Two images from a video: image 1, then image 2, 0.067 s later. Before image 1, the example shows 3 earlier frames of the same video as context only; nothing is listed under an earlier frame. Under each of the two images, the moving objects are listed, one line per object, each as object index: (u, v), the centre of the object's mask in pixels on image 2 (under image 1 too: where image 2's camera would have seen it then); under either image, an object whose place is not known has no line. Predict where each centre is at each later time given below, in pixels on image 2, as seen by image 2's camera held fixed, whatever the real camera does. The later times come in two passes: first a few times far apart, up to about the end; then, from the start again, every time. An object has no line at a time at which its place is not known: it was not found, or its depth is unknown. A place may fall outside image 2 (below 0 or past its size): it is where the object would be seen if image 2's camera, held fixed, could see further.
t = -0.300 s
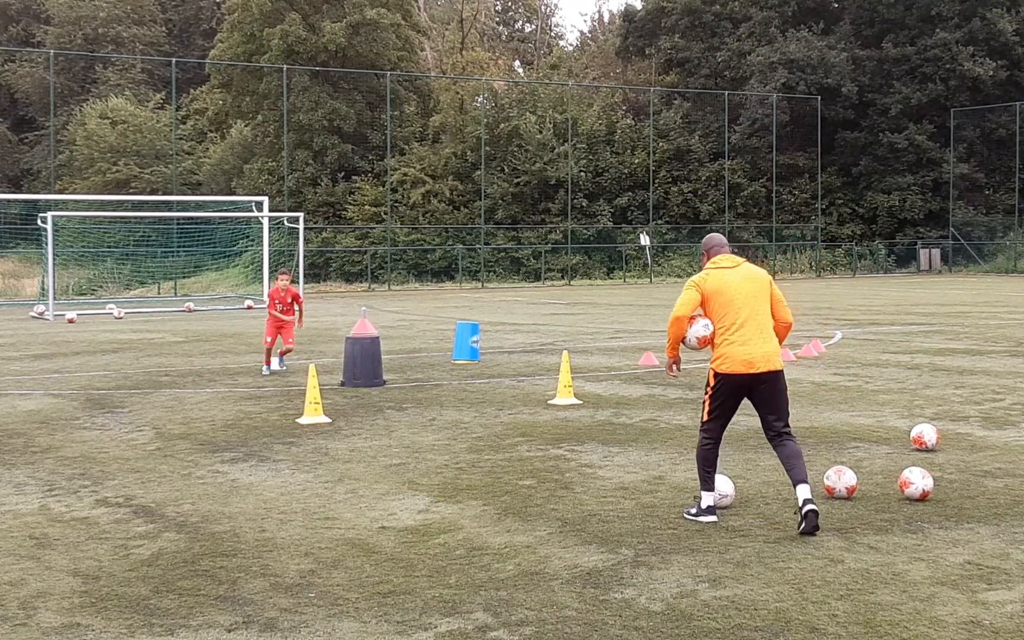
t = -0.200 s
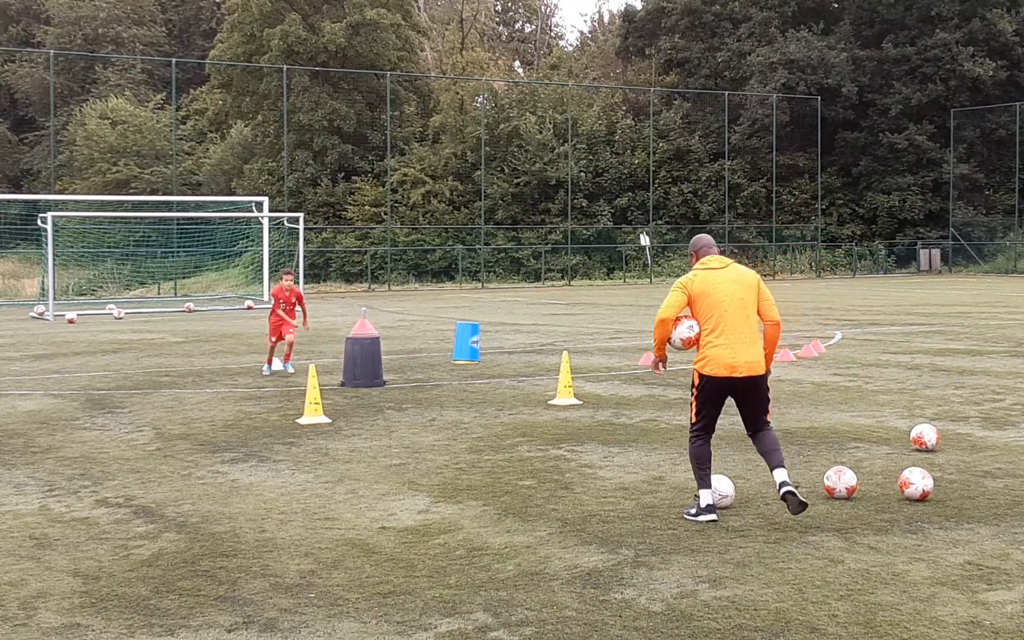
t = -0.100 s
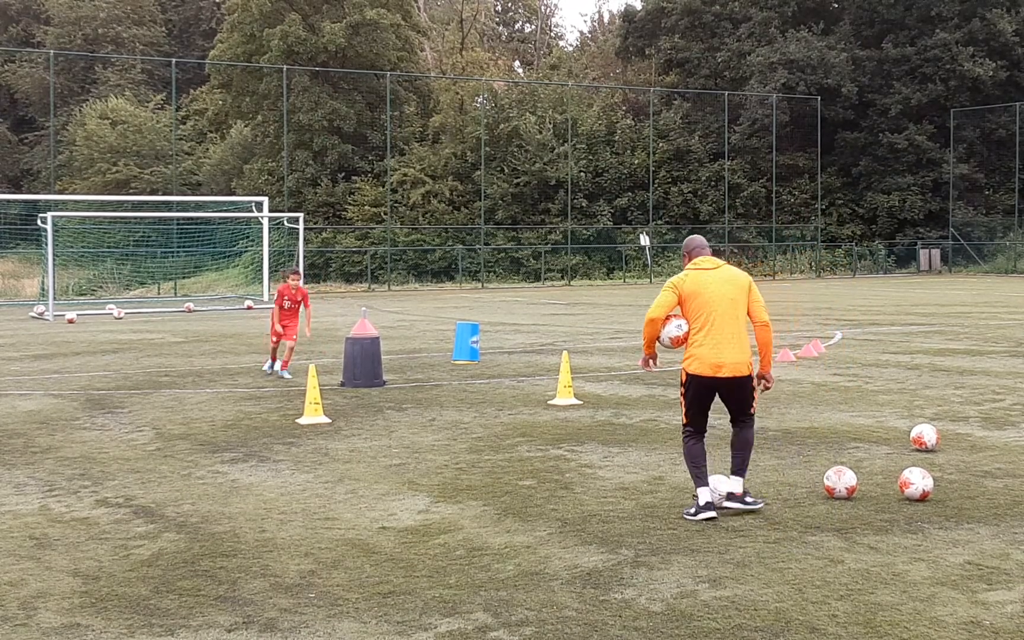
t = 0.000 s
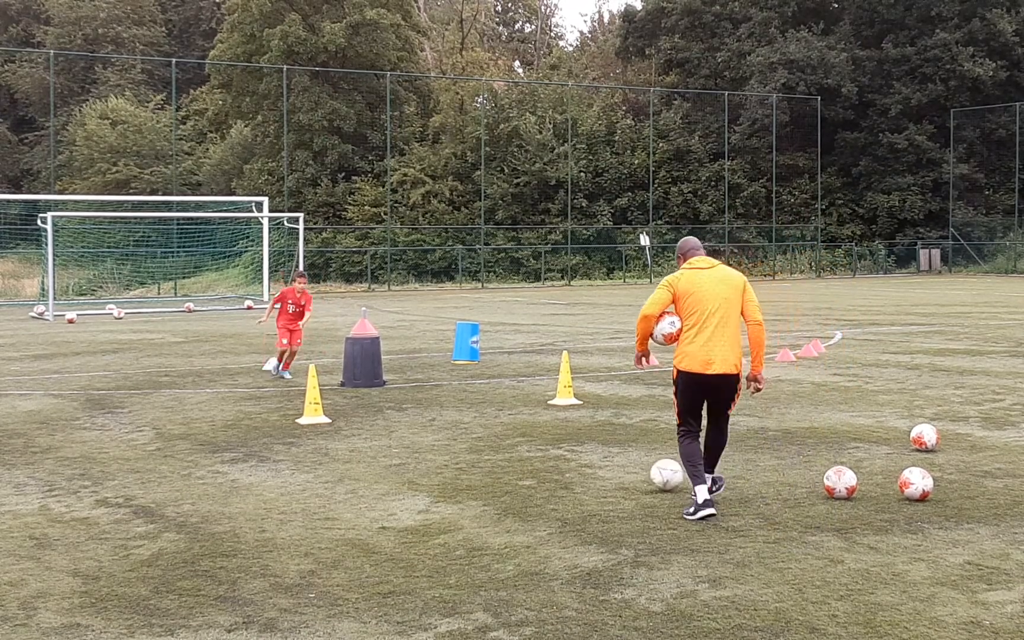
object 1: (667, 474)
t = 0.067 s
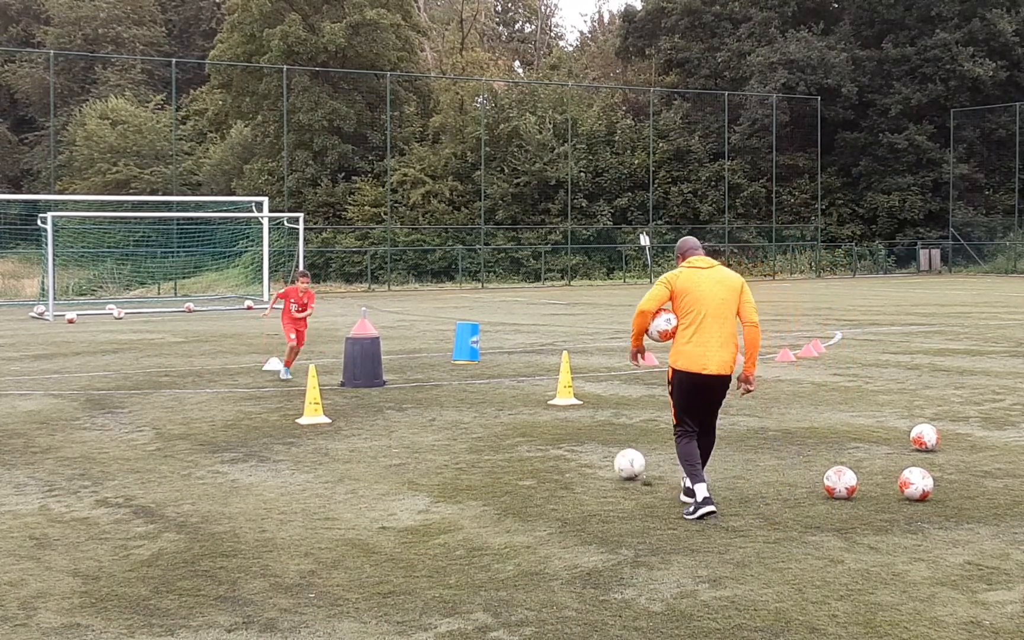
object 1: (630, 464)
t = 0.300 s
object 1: (534, 437)
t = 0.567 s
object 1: (462, 418)
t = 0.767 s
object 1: (420, 405)
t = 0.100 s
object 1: (613, 459)
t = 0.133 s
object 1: (597, 456)
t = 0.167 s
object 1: (583, 451)
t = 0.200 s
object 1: (569, 446)
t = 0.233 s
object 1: (557, 444)
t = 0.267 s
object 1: (545, 441)
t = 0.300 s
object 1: (534, 437)
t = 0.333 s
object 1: (523, 435)
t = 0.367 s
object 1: (514, 431)
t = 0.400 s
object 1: (504, 429)
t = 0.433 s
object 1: (495, 428)
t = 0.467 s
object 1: (486, 424)
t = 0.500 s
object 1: (479, 421)
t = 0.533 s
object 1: (471, 419)
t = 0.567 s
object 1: (462, 418)
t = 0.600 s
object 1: (455, 416)
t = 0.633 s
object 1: (448, 414)
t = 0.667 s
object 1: (440, 412)
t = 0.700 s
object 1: (434, 411)
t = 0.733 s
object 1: (427, 408)
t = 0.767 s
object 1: (420, 405)
